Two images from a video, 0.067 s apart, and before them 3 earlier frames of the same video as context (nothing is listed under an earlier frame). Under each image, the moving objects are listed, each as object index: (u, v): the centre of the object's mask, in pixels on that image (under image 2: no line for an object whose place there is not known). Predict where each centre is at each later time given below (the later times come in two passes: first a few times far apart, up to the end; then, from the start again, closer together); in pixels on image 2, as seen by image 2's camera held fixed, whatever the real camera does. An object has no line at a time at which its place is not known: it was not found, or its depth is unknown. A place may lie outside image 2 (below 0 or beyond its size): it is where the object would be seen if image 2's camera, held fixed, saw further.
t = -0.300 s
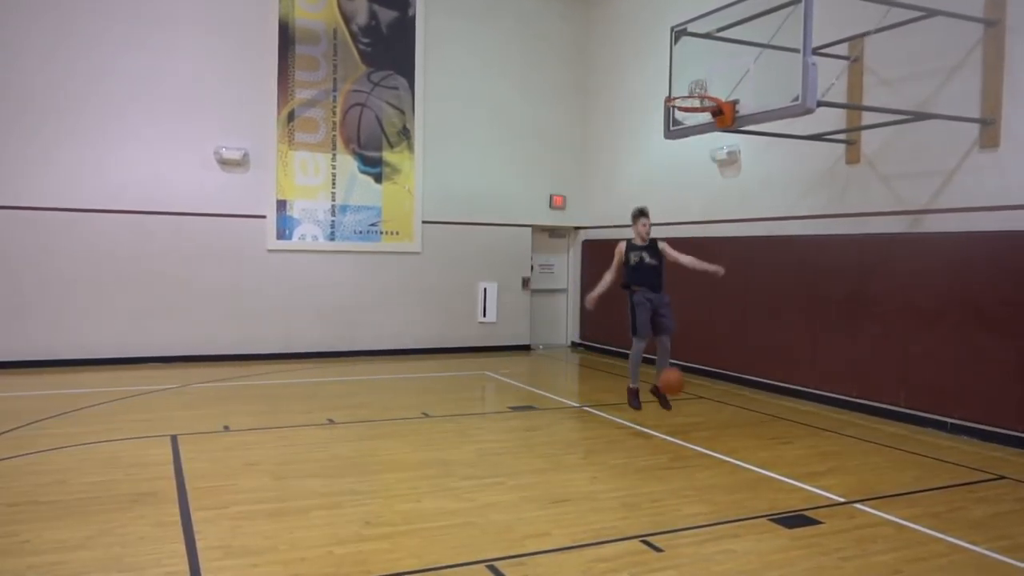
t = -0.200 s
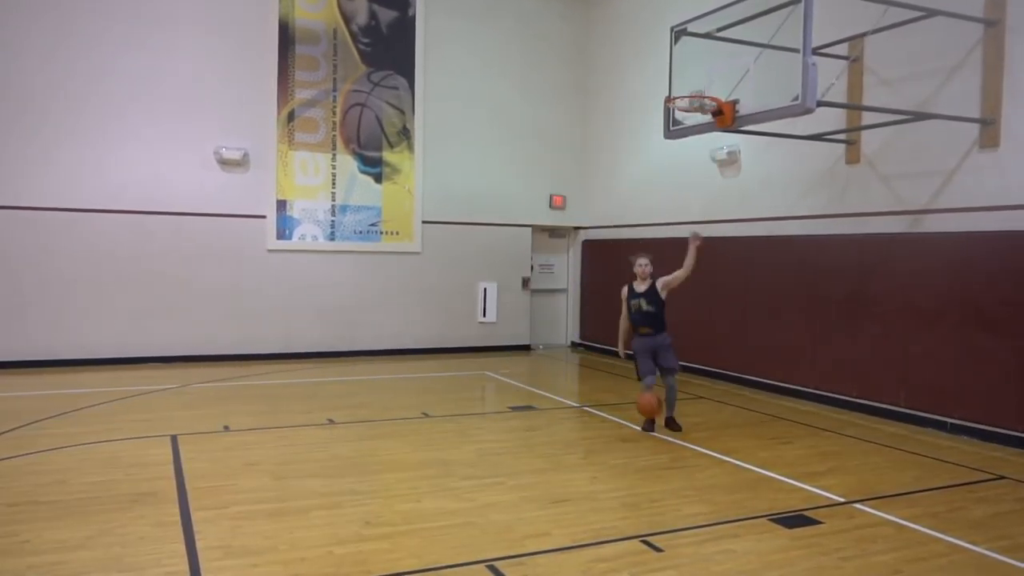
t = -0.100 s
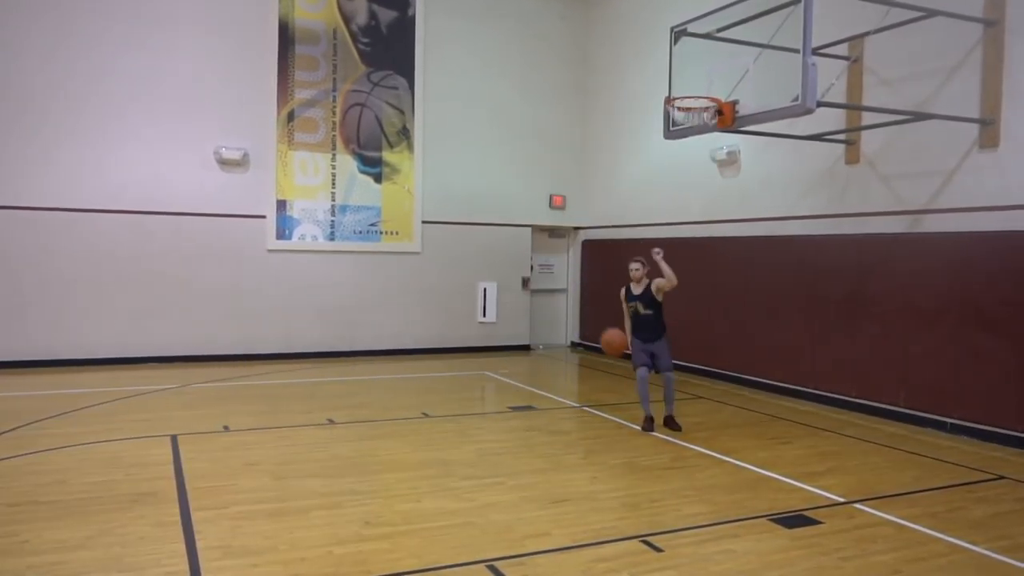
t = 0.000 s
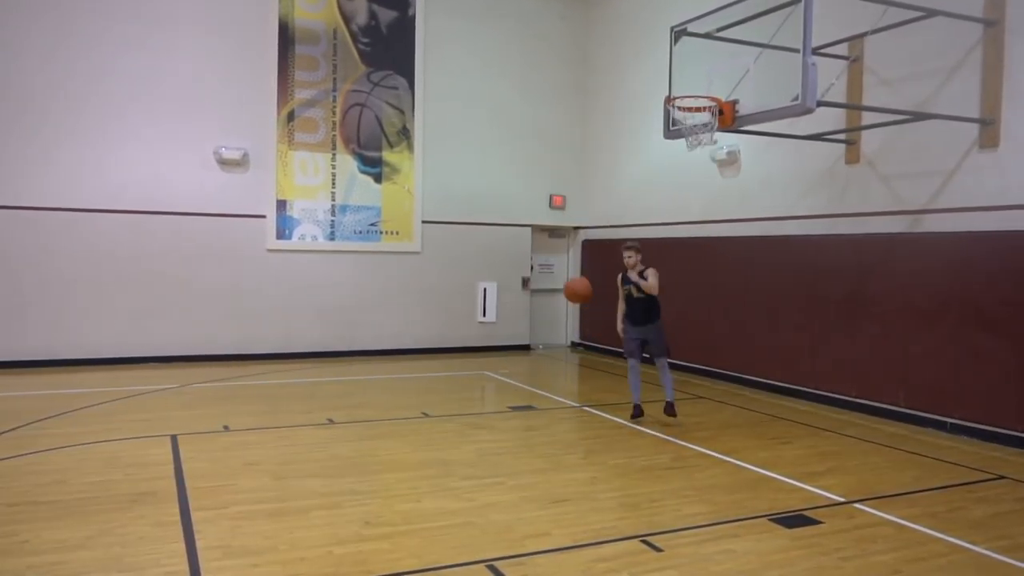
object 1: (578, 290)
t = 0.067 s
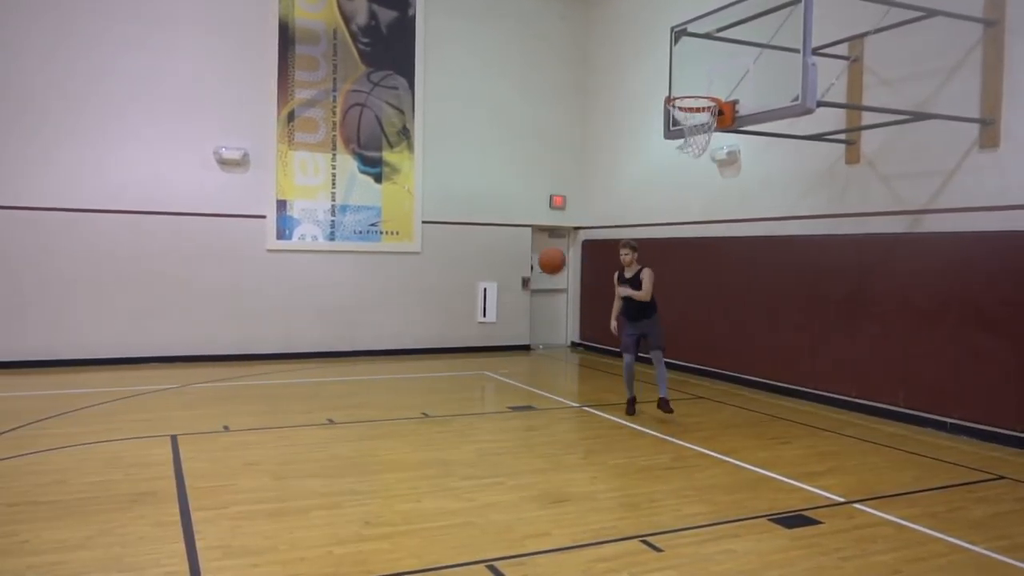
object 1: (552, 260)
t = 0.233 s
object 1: (487, 209)
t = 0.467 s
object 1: (391, 190)
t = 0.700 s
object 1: (289, 238)
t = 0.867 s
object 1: (214, 316)
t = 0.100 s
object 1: (539, 247)
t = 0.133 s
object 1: (526, 237)
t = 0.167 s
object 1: (514, 226)
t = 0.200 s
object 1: (500, 216)
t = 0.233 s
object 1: (487, 209)
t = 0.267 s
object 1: (474, 202)
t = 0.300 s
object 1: (460, 196)
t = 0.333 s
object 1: (447, 192)
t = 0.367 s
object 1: (433, 189)
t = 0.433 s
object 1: (405, 188)
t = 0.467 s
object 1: (391, 190)
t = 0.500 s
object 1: (376, 192)
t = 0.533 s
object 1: (362, 196)
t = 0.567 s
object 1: (347, 201)
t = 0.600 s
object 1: (333, 208)
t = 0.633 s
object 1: (318, 217)
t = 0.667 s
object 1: (304, 226)
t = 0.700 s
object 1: (289, 238)
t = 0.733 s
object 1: (274, 251)
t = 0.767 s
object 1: (259, 265)
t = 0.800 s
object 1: (244, 280)
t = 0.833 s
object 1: (229, 297)
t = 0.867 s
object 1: (214, 316)
